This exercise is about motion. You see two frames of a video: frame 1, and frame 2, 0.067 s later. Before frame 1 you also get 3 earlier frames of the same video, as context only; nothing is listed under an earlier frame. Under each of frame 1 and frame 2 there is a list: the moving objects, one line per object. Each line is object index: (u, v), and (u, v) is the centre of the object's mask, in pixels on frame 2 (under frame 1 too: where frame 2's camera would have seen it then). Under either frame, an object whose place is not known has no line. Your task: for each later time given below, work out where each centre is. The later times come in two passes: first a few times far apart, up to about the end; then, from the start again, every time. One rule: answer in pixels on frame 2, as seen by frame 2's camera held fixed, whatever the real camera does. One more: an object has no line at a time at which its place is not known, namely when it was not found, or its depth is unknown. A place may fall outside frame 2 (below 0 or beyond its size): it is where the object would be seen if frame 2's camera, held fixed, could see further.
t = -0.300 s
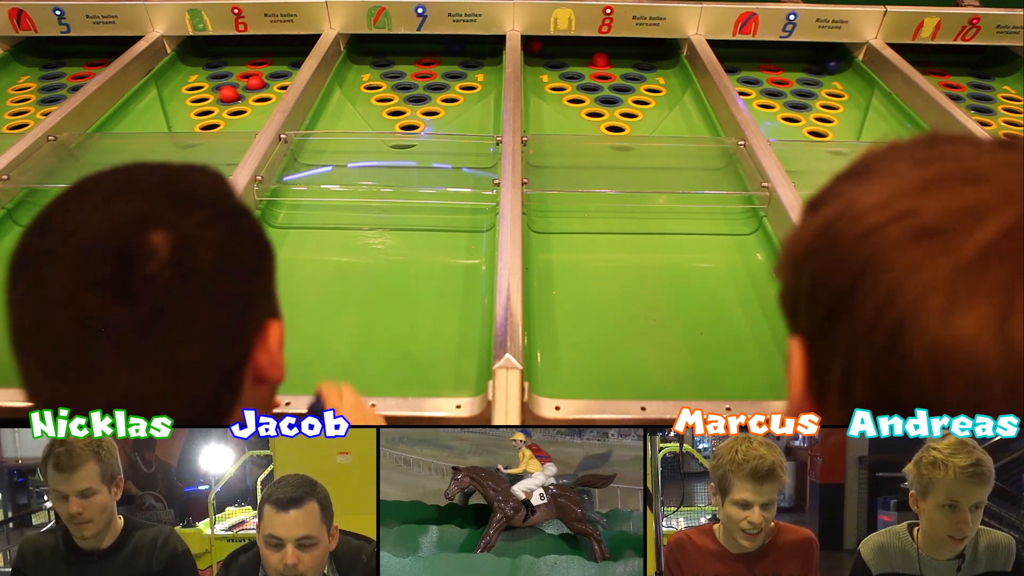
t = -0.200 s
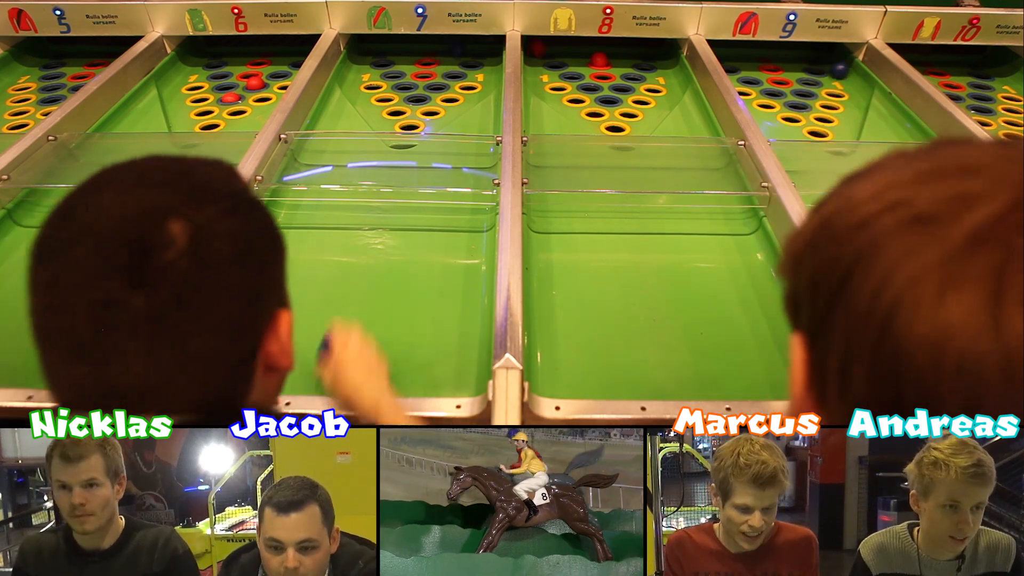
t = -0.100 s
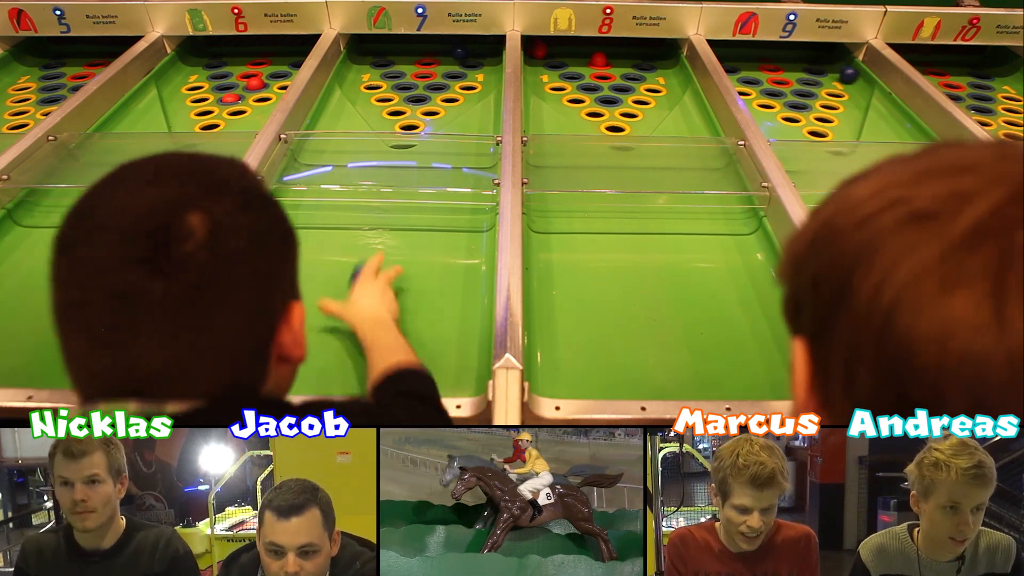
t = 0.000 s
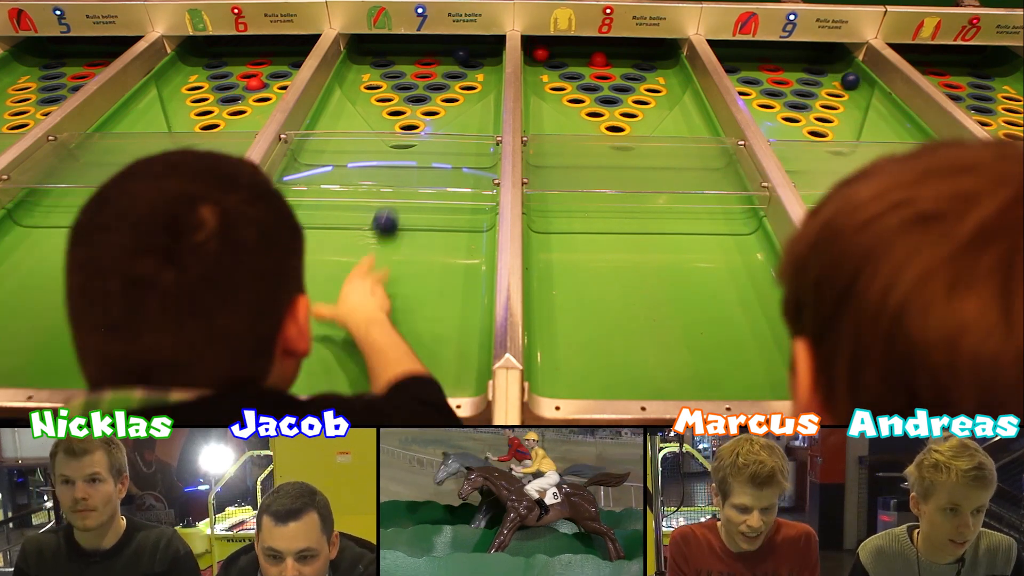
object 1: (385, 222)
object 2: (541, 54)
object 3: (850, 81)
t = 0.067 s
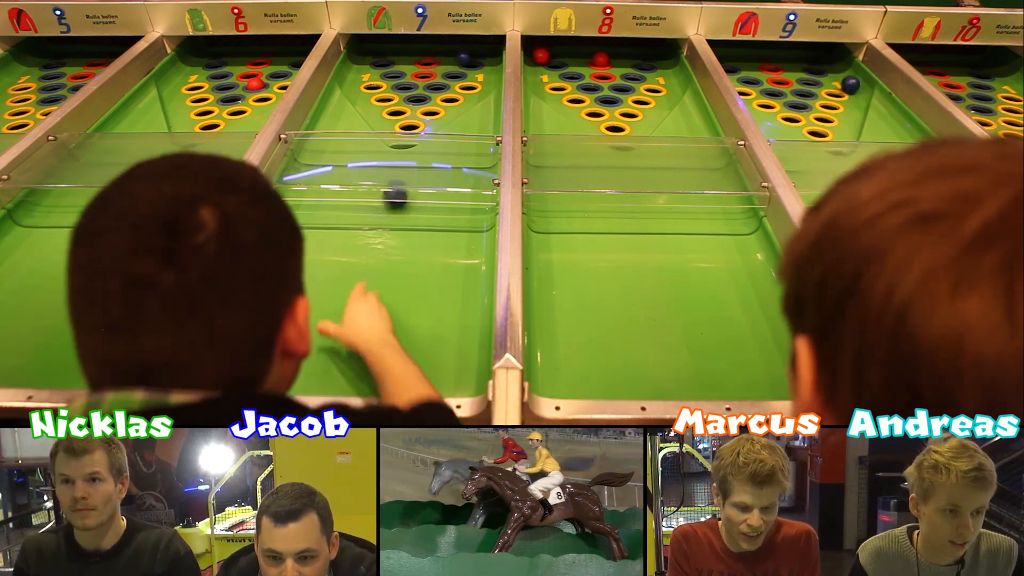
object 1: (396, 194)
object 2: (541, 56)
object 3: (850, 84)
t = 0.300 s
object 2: (533, 68)
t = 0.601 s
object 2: (542, 89)
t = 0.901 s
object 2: (575, 114)
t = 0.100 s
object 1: (400, 182)
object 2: (540, 58)
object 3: (851, 86)
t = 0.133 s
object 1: (403, 174)
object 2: (540, 59)
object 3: (852, 88)
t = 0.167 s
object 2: (539, 61)
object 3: (854, 91)
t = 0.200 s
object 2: (537, 62)
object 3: (856, 94)
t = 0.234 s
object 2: (536, 64)
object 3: (858, 96)
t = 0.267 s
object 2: (534, 66)
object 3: (860, 100)
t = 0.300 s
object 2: (533, 68)
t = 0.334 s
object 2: (532, 69)
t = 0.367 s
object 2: (532, 72)
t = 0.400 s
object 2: (533, 74)
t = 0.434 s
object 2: (535, 76)
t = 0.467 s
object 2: (536, 79)
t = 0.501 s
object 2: (538, 81)
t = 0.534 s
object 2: (539, 84)
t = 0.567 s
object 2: (539, 86)
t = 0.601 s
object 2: (542, 89)
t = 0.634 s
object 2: (546, 92)
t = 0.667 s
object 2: (549, 94)
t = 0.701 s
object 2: (552, 97)
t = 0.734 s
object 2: (555, 99)
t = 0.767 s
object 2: (559, 102)
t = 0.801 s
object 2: (563, 105)
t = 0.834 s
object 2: (567, 107)
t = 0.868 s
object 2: (571, 111)
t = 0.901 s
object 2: (575, 114)
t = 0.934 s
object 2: (580, 117)
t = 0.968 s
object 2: (584, 120)
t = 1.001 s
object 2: (590, 123)
